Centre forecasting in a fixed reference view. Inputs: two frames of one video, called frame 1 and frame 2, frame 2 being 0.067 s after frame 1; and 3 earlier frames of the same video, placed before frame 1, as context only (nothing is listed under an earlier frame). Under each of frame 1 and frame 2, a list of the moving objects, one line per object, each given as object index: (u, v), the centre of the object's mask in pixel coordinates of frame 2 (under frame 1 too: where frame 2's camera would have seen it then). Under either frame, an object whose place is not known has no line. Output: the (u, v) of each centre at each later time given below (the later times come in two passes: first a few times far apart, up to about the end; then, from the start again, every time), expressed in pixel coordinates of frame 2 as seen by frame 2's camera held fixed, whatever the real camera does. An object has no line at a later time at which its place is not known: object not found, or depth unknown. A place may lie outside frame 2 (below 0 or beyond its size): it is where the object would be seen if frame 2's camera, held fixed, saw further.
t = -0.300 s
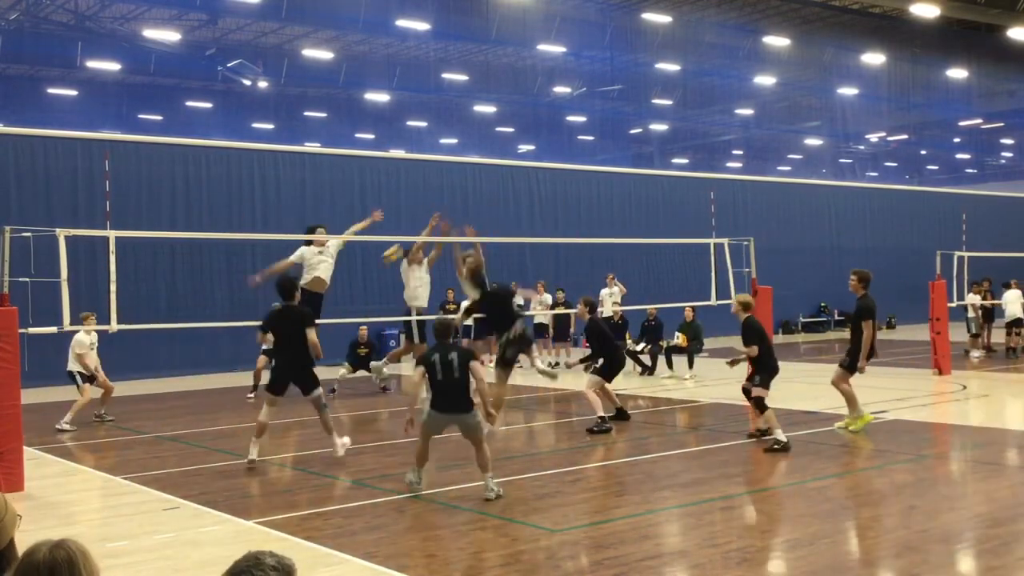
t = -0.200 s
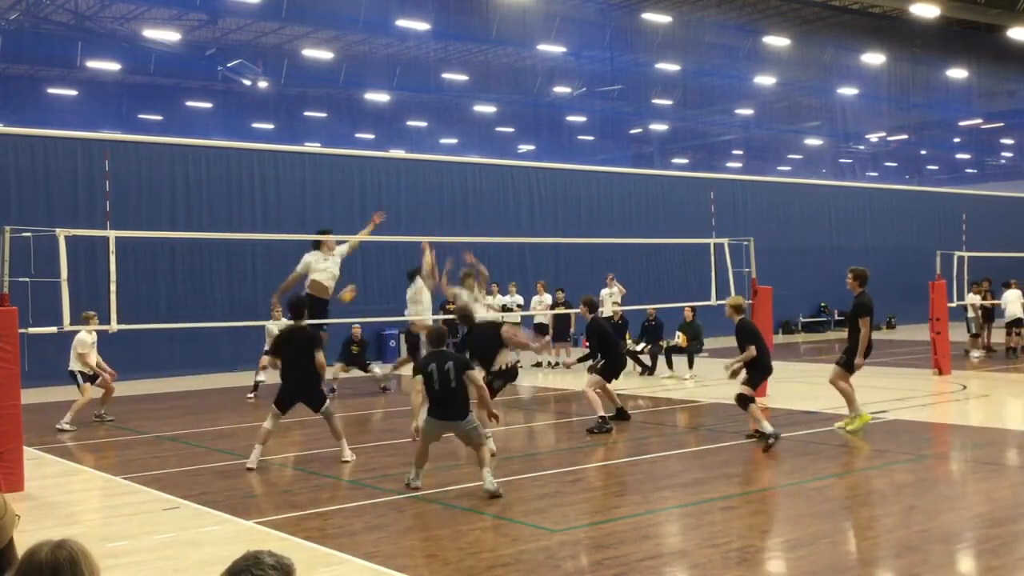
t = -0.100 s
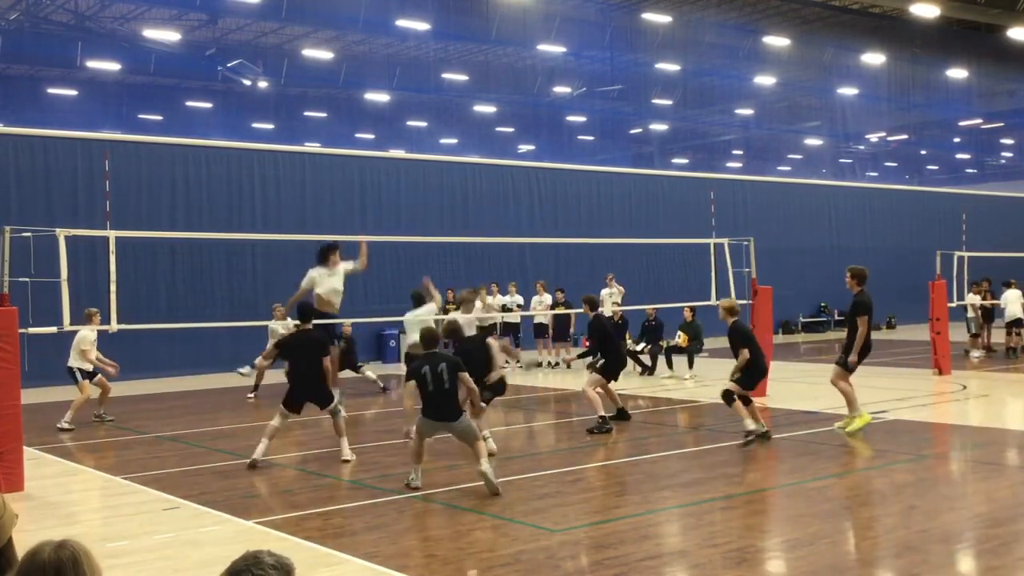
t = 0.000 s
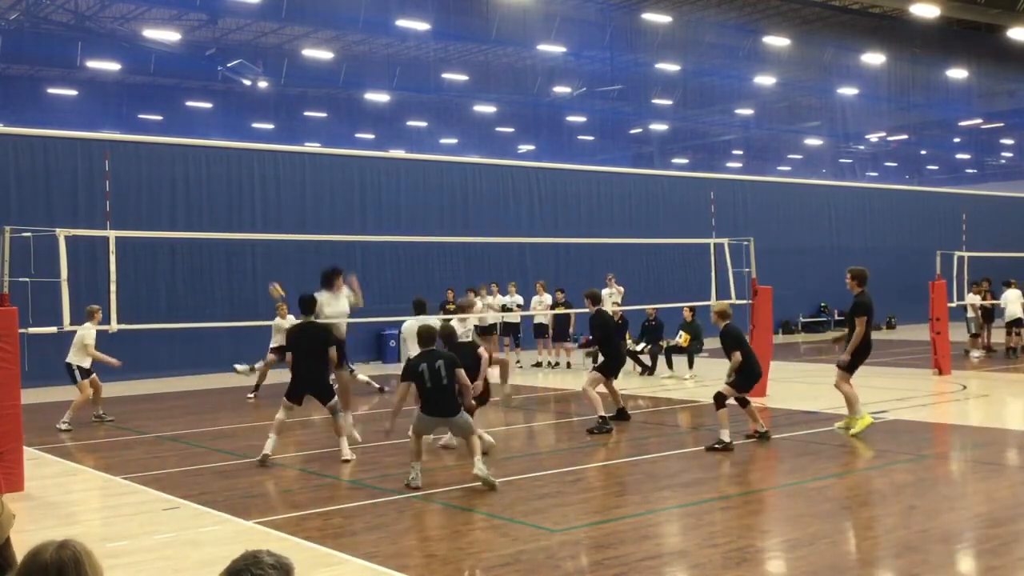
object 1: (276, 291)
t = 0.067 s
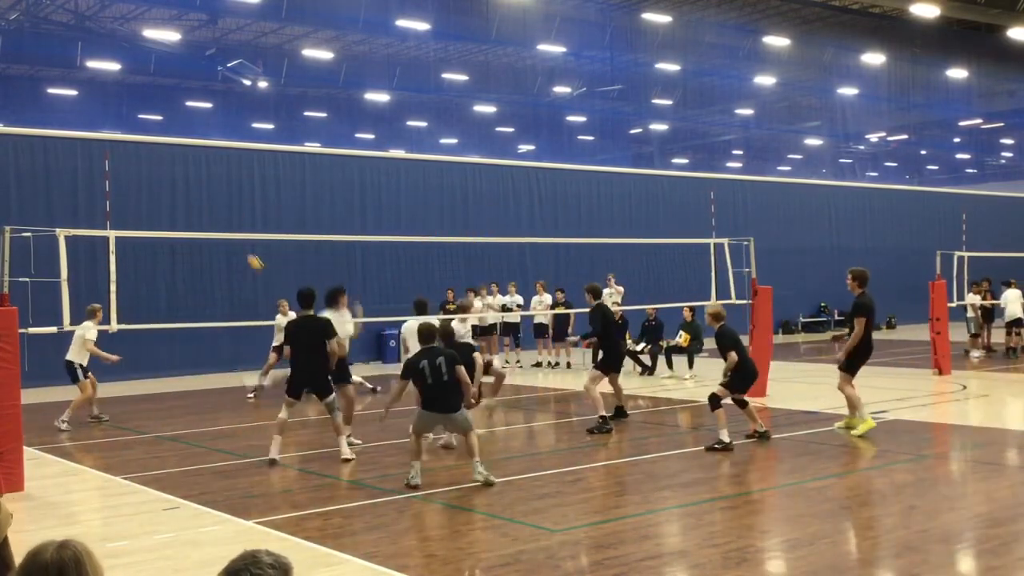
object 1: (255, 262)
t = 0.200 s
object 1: (215, 214)
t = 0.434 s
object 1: (147, 160)
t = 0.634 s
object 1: (94, 141)
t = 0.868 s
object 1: (39, 145)
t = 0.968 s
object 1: (16, 157)
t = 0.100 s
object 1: (244, 249)
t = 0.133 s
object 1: (235, 237)
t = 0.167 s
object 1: (224, 224)
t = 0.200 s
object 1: (215, 214)
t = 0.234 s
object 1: (205, 205)
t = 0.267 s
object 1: (194, 195)
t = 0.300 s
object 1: (184, 187)
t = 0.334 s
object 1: (175, 179)
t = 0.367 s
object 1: (165, 171)
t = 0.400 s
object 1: (156, 165)
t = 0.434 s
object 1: (147, 160)
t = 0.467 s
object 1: (138, 155)
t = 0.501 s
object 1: (130, 150)
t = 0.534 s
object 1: (121, 147)
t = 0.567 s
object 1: (112, 145)
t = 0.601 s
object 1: (104, 142)
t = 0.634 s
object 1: (94, 141)
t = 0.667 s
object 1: (86, 141)
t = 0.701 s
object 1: (77, 140)
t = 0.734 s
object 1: (70, 140)
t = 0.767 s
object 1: (62, 140)
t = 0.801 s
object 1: (54, 141)
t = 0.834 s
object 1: (47, 143)
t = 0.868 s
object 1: (39, 145)
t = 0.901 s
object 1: (31, 149)
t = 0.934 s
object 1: (24, 153)
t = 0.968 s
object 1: (16, 157)
